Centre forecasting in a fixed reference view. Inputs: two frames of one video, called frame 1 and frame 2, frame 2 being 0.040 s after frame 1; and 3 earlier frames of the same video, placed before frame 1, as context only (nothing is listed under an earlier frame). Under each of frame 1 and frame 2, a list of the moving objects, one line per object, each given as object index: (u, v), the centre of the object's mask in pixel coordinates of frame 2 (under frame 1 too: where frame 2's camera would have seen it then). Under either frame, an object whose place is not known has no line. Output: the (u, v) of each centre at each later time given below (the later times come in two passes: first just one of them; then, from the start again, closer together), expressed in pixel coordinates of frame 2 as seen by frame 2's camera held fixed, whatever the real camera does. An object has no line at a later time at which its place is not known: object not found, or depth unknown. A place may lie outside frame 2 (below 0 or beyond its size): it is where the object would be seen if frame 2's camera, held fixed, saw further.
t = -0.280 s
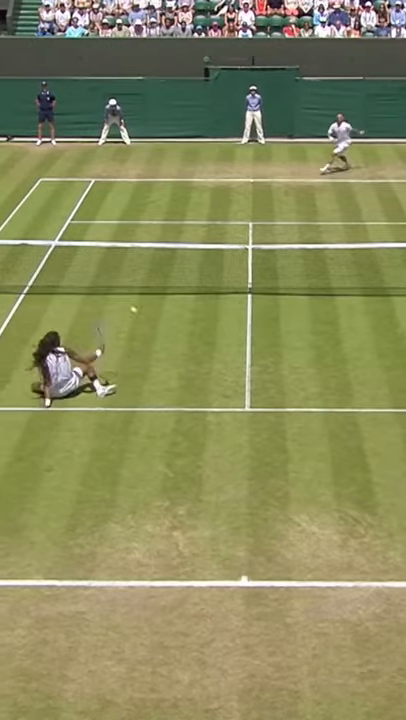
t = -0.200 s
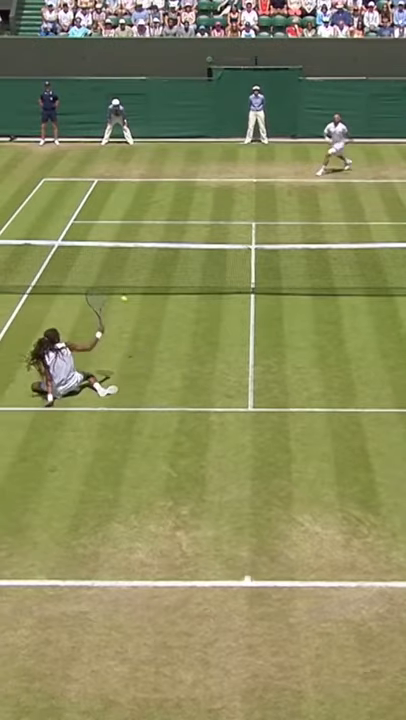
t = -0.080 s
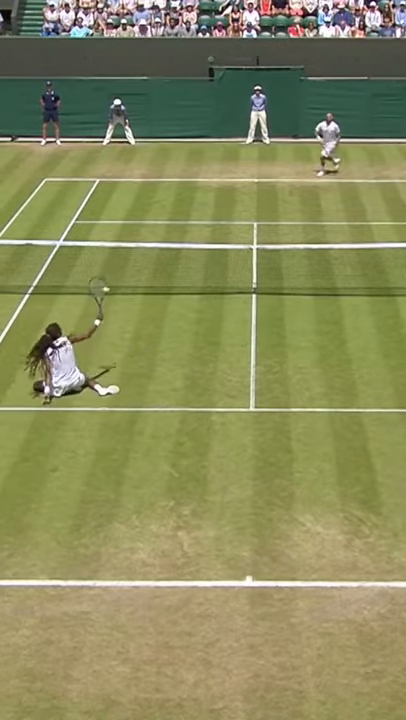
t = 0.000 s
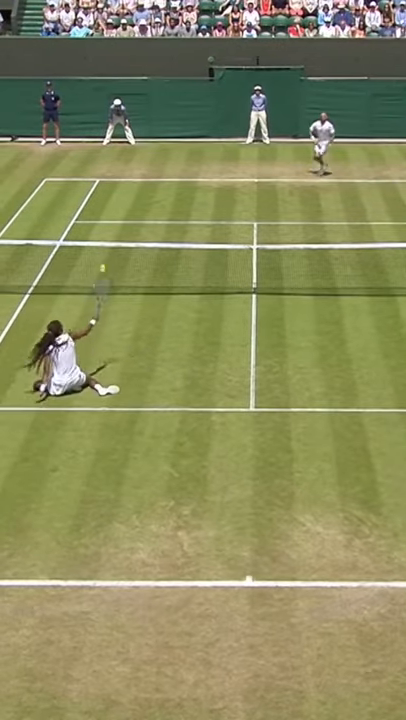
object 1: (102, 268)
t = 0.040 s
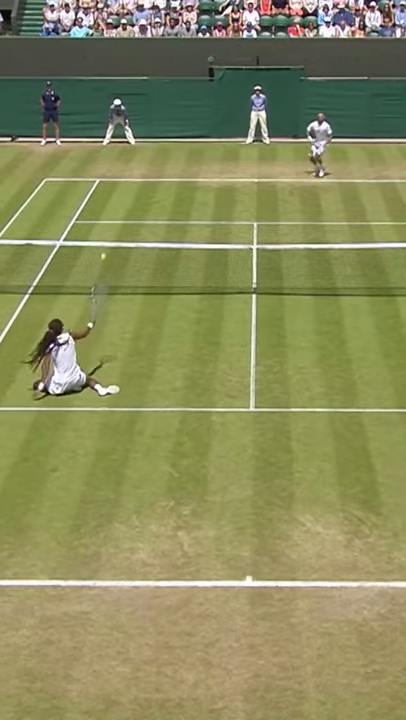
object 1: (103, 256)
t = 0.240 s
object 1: (104, 213)
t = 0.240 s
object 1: (104, 213)
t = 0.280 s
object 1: (105, 208)
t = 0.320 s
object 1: (105, 205)
